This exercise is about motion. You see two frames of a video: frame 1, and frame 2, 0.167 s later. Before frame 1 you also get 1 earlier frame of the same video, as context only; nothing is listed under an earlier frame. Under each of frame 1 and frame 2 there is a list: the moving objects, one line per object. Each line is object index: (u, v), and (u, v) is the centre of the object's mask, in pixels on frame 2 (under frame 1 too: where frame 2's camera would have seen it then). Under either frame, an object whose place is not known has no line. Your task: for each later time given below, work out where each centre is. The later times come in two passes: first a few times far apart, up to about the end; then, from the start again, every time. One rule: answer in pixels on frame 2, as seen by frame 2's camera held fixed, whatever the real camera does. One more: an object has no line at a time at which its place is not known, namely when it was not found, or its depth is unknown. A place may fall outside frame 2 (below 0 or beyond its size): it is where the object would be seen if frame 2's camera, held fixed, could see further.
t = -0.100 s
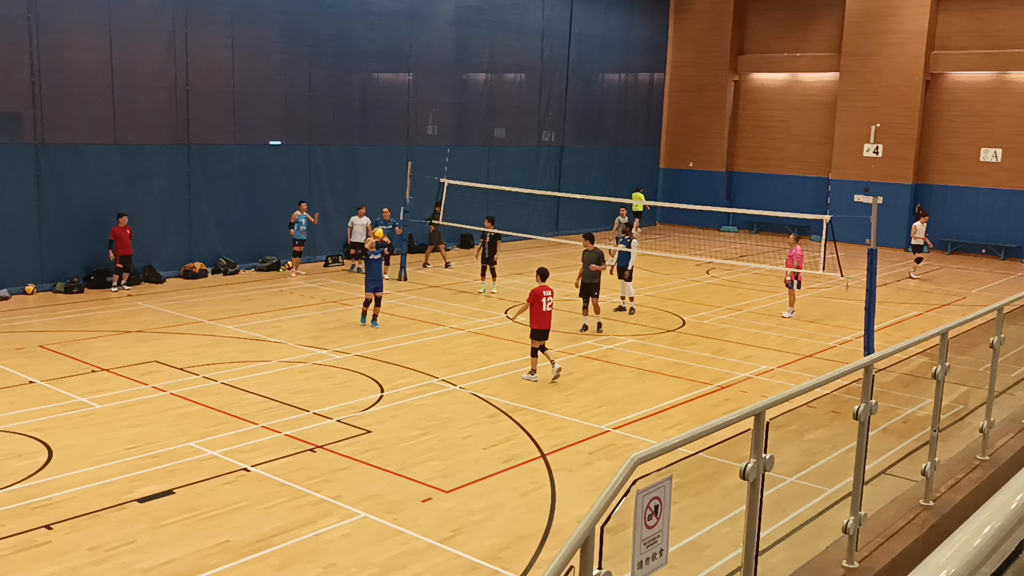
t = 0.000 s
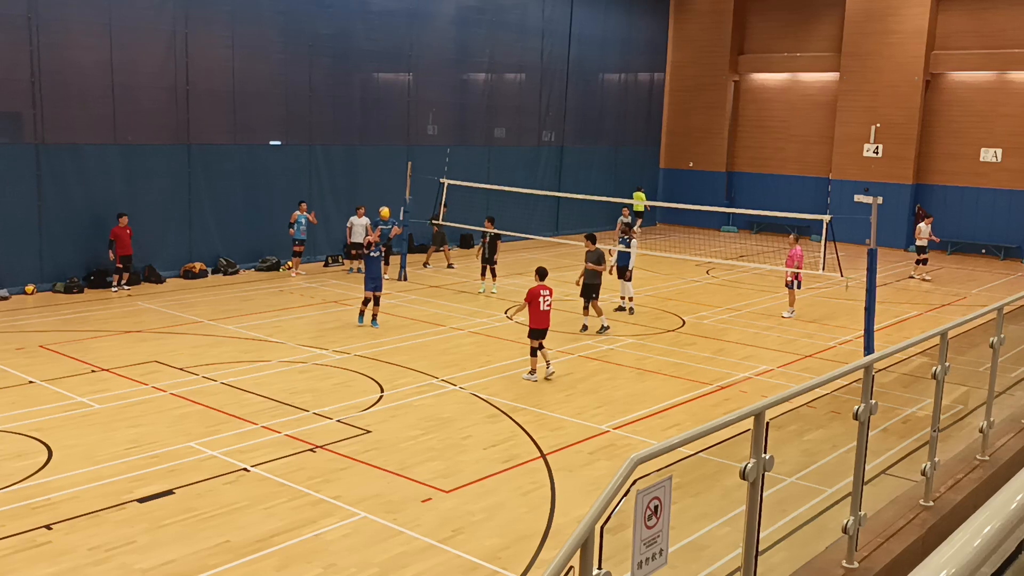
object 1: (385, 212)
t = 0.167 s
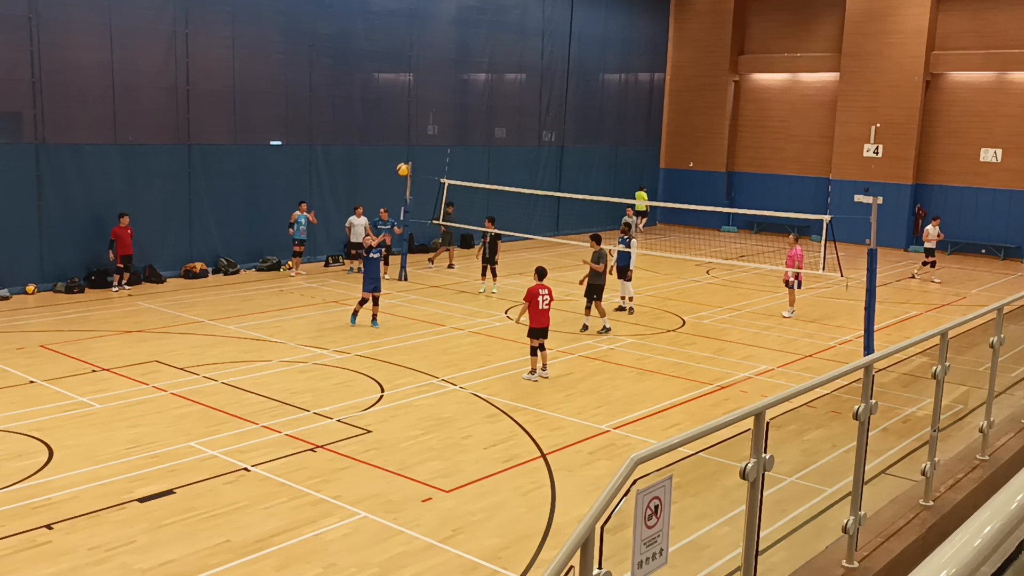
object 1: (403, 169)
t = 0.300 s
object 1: (416, 145)
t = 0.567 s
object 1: (446, 125)
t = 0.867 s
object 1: (479, 154)
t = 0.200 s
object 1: (406, 162)
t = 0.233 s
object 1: (409, 157)
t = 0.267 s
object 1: (413, 151)
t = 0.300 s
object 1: (416, 145)
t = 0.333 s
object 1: (420, 141)
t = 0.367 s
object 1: (424, 137)
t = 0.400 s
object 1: (427, 133)
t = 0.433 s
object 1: (431, 131)
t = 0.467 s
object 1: (435, 128)
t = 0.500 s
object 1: (438, 127)
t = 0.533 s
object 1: (442, 126)
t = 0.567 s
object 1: (446, 125)
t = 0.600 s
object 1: (449, 126)
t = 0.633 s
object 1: (453, 127)
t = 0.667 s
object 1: (457, 129)
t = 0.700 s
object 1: (460, 131)
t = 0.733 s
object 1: (464, 134)
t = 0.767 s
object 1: (468, 138)
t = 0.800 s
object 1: (471, 143)
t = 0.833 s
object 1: (475, 148)
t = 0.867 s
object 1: (479, 154)
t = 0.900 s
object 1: (482, 161)
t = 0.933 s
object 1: (486, 168)
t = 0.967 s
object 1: (490, 176)
